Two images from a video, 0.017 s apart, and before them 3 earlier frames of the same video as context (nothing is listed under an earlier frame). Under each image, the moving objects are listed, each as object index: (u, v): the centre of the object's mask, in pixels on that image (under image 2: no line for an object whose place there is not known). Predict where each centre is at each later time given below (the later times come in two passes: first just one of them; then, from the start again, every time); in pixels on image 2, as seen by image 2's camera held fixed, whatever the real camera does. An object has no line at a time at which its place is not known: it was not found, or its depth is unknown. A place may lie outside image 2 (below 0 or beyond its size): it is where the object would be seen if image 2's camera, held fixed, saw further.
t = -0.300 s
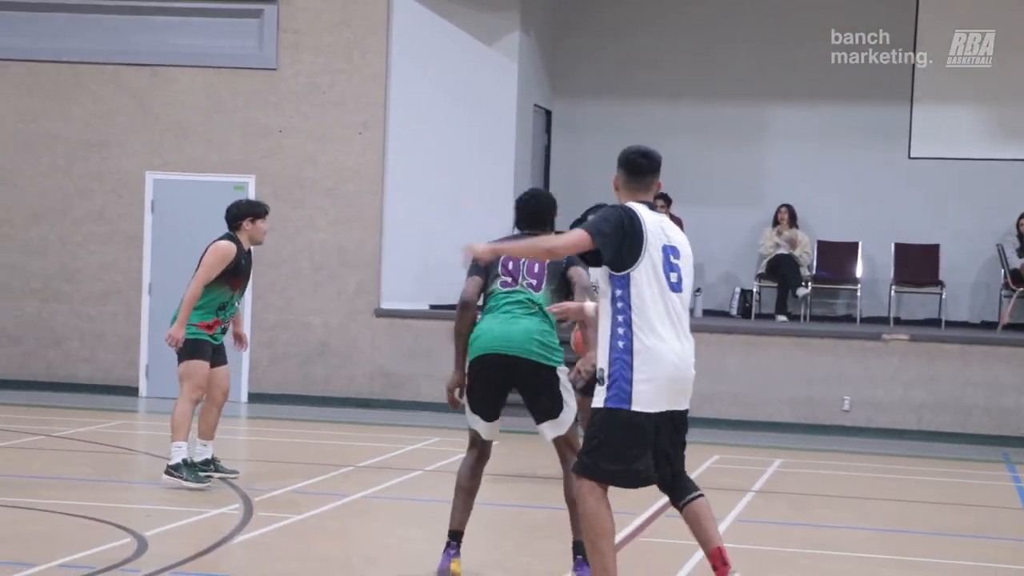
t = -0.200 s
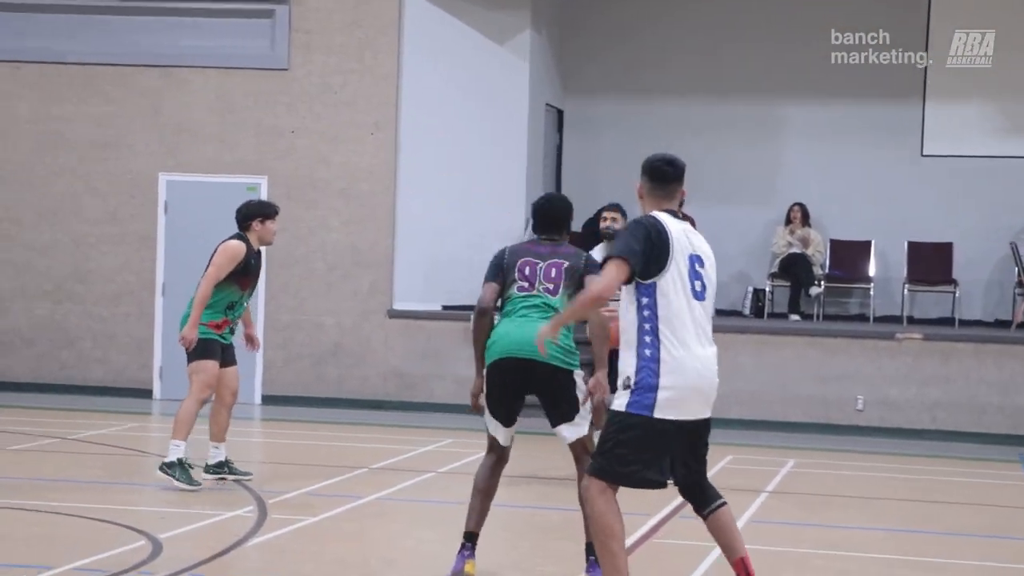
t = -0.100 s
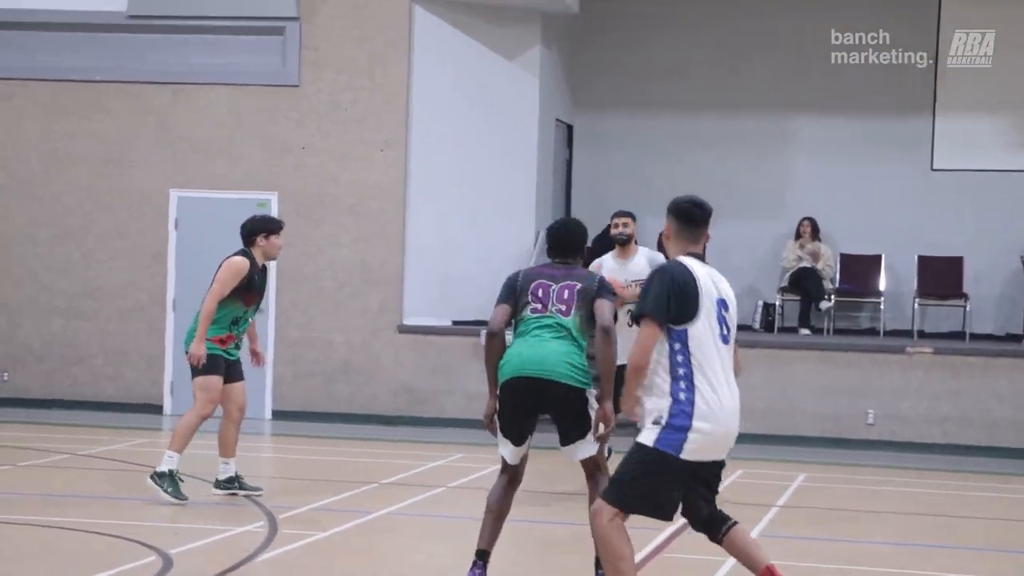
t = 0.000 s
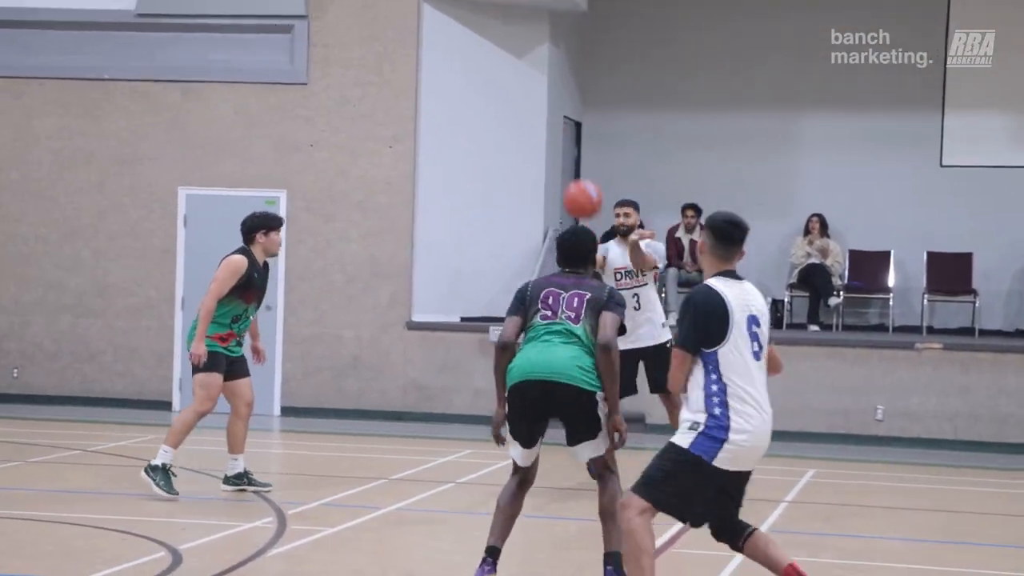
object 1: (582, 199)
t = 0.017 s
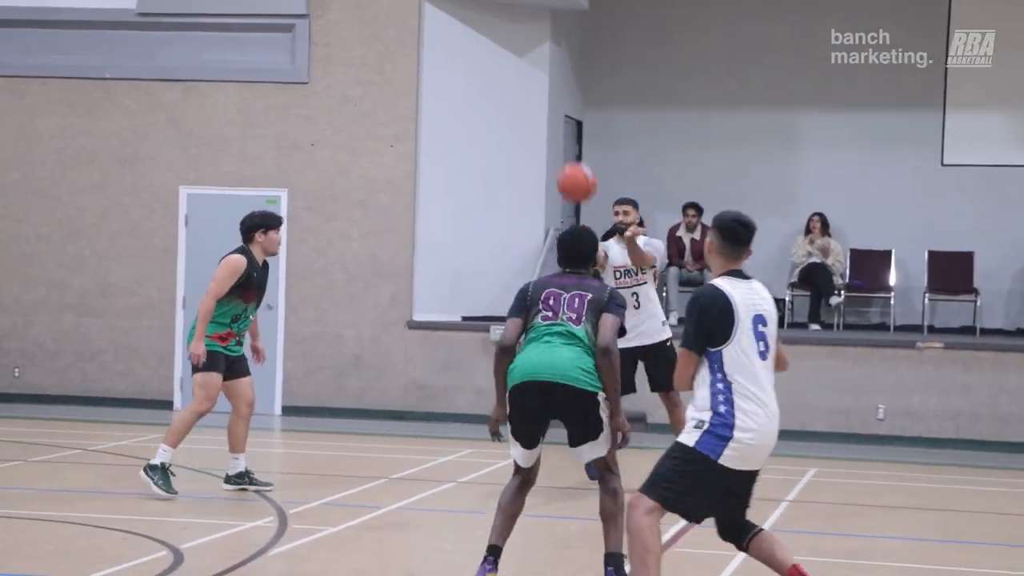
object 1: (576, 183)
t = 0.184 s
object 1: (495, 22)
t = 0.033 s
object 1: (569, 166)
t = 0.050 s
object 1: (562, 149)
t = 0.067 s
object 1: (554, 133)
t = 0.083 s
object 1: (547, 117)
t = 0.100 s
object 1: (539, 101)
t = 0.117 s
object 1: (531, 85)
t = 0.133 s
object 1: (522, 69)
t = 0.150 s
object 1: (513, 53)
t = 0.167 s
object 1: (504, 37)
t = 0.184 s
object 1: (495, 22)
